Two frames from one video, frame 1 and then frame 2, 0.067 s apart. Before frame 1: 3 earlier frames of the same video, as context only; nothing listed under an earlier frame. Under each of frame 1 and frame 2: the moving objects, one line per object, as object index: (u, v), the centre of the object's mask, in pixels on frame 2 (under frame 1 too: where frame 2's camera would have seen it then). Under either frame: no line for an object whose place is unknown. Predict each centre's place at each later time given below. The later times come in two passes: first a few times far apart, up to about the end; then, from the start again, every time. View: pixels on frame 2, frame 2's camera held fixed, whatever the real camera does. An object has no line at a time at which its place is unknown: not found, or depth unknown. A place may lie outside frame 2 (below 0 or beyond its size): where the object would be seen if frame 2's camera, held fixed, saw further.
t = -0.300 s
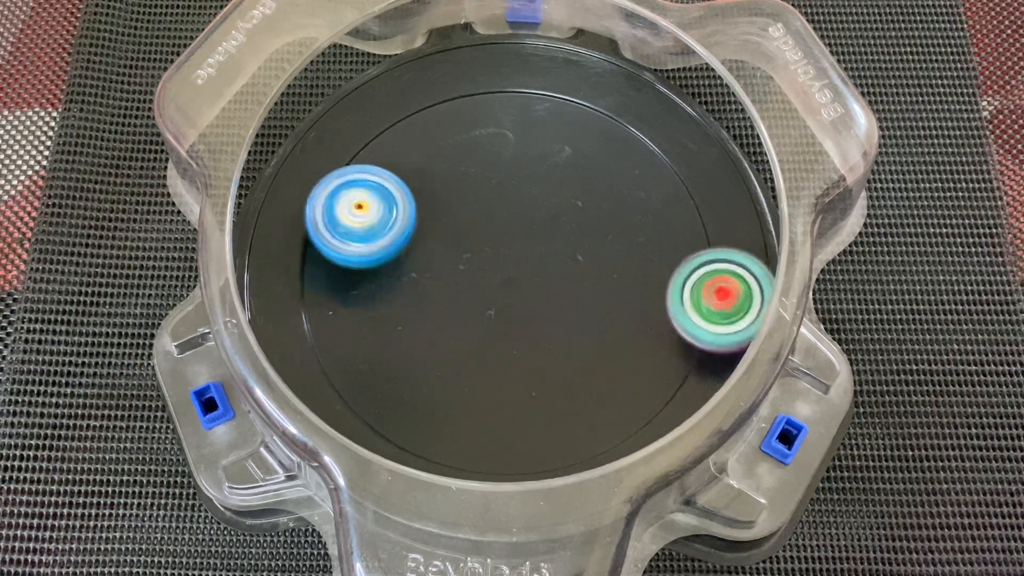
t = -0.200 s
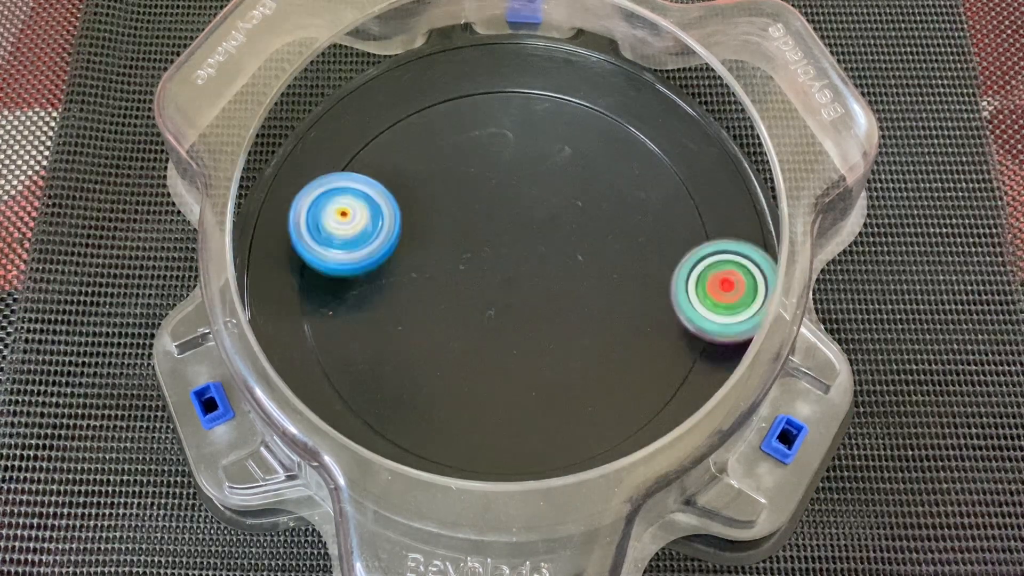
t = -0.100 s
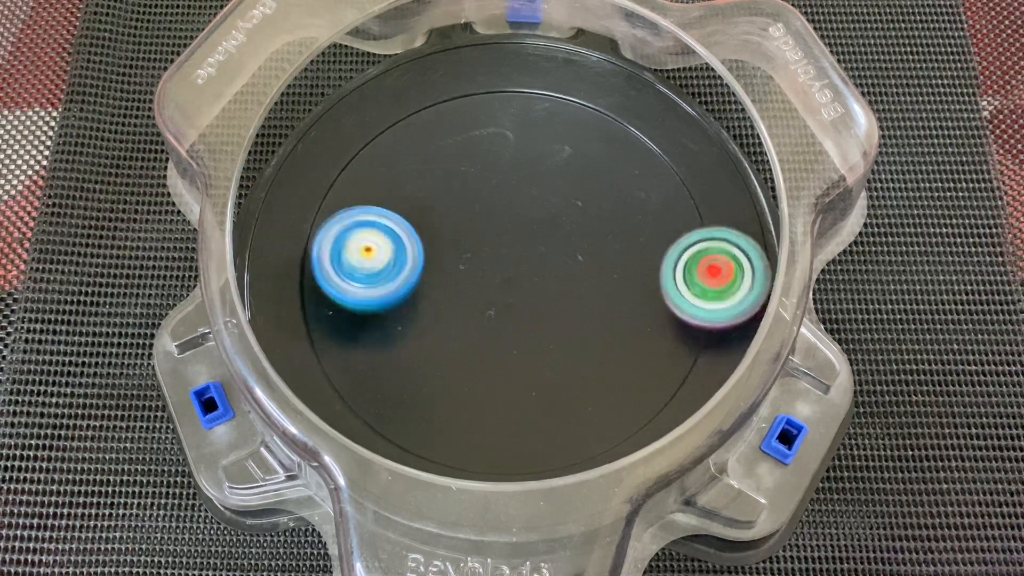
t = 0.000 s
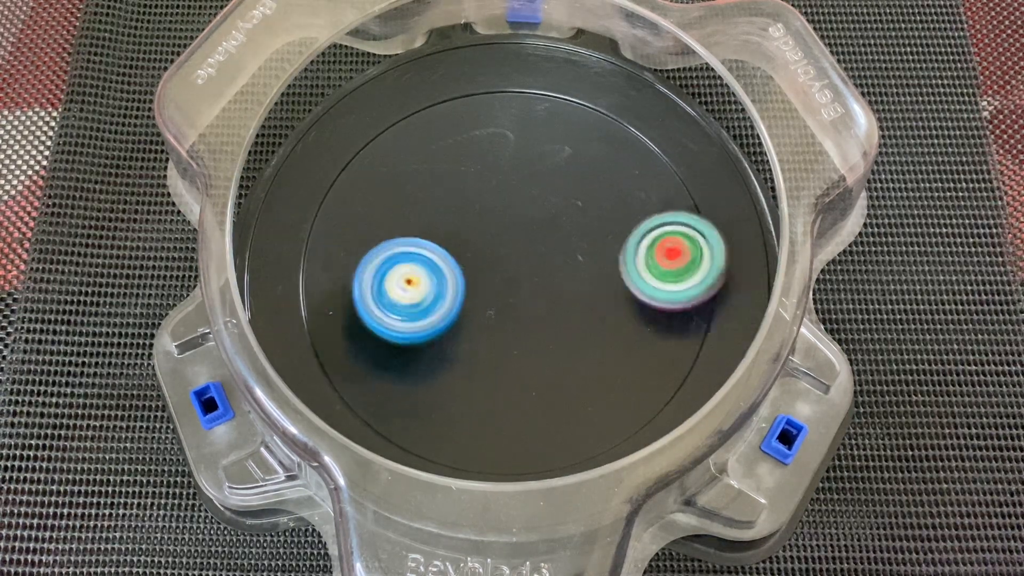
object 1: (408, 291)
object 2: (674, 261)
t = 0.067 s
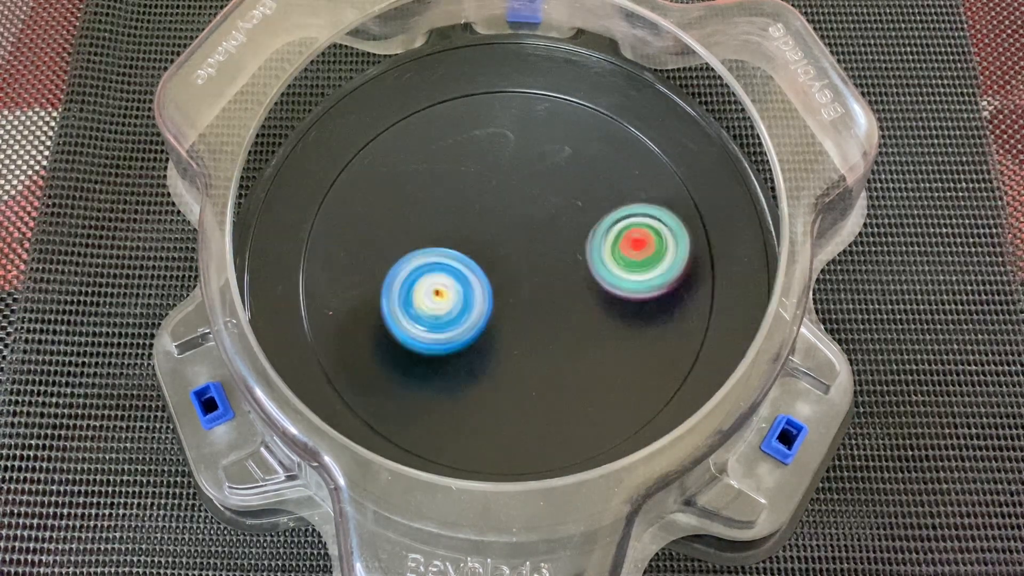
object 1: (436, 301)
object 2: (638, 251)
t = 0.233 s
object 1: (479, 307)
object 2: (573, 246)
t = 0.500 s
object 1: (414, 340)
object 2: (602, 195)
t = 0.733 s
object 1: (443, 364)
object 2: (559, 181)
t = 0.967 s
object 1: (494, 350)
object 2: (511, 207)
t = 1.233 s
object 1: (525, 373)
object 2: (469, 180)
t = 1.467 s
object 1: (552, 312)
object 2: (429, 201)
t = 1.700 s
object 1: (536, 263)
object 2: (421, 245)
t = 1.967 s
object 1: (546, 264)
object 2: (440, 289)
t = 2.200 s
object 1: (600, 240)
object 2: (412, 328)
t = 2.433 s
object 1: (581, 221)
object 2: (438, 358)
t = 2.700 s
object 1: (526, 227)
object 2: (490, 353)
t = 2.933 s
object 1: (574, 155)
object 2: (471, 423)
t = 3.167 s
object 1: (535, 195)
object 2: (518, 416)
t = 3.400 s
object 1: (498, 257)
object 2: (541, 365)
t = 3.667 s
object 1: (474, 228)
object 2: (573, 365)
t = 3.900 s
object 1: (476, 255)
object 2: (571, 327)
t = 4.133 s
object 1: (469, 250)
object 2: (572, 297)
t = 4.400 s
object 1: (460, 247)
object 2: (567, 263)
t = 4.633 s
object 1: (446, 251)
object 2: (569, 244)
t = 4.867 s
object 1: (458, 265)
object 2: (563, 237)
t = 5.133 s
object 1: (466, 279)
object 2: (564, 232)
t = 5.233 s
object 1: (460, 286)
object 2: (572, 231)
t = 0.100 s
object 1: (449, 304)
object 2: (621, 248)
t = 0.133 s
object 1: (461, 304)
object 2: (605, 247)
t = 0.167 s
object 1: (472, 305)
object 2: (589, 247)
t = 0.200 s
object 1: (482, 303)
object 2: (576, 249)
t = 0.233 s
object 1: (479, 307)
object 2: (573, 246)
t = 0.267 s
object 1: (472, 310)
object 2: (573, 242)
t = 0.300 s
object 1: (467, 312)
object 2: (570, 239)
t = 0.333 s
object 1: (468, 310)
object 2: (563, 239)
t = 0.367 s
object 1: (471, 307)
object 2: (556, 240)
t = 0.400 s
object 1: (461, 310)
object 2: (562, 233)
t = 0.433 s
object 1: (439, 323)
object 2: (582, 217)
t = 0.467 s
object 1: (423, 333)
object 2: (595, 204)
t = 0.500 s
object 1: (414, 340)
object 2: (602, 195)
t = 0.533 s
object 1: (412, 345)
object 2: (603, 189)
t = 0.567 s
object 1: (414, 349)
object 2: (598, 184)
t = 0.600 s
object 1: (418, 352)
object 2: (592, 181)
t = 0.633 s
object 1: (424, 356)
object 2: (583, 180)
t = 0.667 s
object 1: (429, 359)
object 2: (575, 179)
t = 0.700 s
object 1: (436, 362)
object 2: (567, 180)
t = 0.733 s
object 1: (443, 364)
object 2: (559, 181)
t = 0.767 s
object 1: (450, 365)
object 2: (551, 183)
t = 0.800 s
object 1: (457, 365)
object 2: (543, 186)
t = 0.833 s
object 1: (465, 364)
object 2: (536, 190)
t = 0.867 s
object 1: (473, 363)
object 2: (529, 194)
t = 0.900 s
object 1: (480, 360)
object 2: (523, 198)
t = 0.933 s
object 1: (488, 356)
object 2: (517, 203)
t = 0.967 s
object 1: (494, 350)
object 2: (511, 207)
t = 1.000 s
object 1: (501, 344)
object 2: (506, 213)
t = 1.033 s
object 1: (505, 337)
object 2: (501, 219)
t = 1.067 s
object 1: (510, 330)
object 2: (496, 225)
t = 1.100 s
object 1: (513, 323)
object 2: (492, 230)
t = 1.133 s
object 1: (517, 341)
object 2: (486, 214)
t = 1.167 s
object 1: (521, 357)
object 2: (481, 197)
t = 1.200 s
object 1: (522, 368)
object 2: (475, 186)
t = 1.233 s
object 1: (525, 373)
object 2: (469, 180)
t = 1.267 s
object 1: (529, 373)
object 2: (462, 179)
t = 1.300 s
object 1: (533, 369)
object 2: (455, 180)
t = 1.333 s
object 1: (539, 359)
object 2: (448, 182)
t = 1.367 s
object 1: (544, 348)
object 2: (442, 186)
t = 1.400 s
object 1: (549, 335)
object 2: (437, 190)
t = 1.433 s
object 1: (552, 323)
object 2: (433, 195)
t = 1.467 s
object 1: (552, 312)
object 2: (429, 201)
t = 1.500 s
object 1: (551, 302)
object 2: (426, 206)
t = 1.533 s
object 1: (550, 294)
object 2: (424, 212)
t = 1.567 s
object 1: (547, 286)
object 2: (422, 219)
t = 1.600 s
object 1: (545, 278)
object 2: (421, 225)
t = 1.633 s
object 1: (542, 273)
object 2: (421, 231)
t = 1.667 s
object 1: (538, 267)
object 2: (421, 239)
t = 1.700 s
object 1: (536, 263)
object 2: (421, 245)
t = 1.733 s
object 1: (533, 260)
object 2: (423, 251)
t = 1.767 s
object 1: (533, 258)
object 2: (423, 257)
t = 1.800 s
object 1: (541, 259)
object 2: (419, 263)
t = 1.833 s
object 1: (546, 260)
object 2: (422, 269)
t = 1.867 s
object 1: (548, 260)
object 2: (426, 275)
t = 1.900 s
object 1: (550, 262)
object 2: (430, 280)
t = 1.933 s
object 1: (549, 264)
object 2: (435, 285)
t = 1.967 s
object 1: (546, 264)
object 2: (440, 289)
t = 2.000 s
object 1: (551, 263)
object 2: (440, 294)
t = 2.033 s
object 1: (553, 263)
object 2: (441, 297)
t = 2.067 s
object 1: (551, 262)
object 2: (445, 302)
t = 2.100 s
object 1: (549, 262)
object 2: (450, 306)
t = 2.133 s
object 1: (564, 256)
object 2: (438, 314)
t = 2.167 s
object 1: (585, 247)
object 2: (421, 322)
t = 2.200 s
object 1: (600, 240)
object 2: (412, 328)
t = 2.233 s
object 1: (609, 235)
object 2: (409, 335)
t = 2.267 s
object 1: (614, 230)
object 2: (411, 341)
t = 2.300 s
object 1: (614, 229)
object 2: (415, 345)
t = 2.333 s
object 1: (608, 228)
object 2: (420, 350)
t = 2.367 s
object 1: (599, 224)
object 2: (426, 353)
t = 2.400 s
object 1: (591, 222)
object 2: (432, 356)
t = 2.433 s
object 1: (581, 221)
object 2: (438, 358)
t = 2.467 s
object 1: (571, 220)
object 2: (445, 360)
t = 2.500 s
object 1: (562, 219)
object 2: (451, 360)
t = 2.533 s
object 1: (554, 219)
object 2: (459, 361)
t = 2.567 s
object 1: (545, 221)
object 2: (465, 360)
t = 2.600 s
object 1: (537, 221)
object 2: (472, 359)
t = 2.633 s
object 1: (532, 221)
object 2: (478, 358)
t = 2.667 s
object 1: (529, 223)
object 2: (484, 355)
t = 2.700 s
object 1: (526, 227)
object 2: (490, 353)
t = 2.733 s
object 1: (524, 231)
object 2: (495, 349)
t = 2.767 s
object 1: (525, 236)
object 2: (500, 345)
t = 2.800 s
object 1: (531, 233)
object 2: (499, 352)
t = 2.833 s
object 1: (545, 207)
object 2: (485, 380)
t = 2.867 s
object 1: (557, 185)
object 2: (477, 401)
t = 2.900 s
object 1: (567, 167)
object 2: (472, 415)
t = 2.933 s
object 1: (574, 155)
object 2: (471, 423)
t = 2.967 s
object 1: (577, 149)
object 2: (477, 426)
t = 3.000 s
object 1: (575, 149)
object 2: (484, 428)
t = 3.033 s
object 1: (569, 152)
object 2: (491, 429)
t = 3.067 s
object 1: (561, 160)
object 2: (498, 428)
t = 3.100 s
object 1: (552, 170)
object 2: (506, 425)
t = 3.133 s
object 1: (544, 183)
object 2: (512, 421)
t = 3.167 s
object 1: (535, 195)
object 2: (518, 416)
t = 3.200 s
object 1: (527, 206)
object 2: (525, 410)
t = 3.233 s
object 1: (520, 214)
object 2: (530, 403)
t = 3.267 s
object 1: (515, 223)
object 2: (534, 396)
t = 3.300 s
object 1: (510, 232)
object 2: (537, 389)
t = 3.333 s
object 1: (505, 241)
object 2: (539, 381)
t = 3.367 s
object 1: (501, 250)
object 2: (541, 373)
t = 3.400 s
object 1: (498, 257)
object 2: (541, 365)
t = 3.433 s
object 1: (496, 262)
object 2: (541, 357)
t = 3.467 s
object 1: (490, 250)
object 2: (548, 368)
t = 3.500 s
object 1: (483, 237)
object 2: (556, 378)
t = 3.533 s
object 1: (479, 229)
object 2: (562, 380)
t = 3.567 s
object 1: (476, 225)
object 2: (567, 379)
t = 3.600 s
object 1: (474, 224)
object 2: (570, 375)
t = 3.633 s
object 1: (474, 225)
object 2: (572, 370)
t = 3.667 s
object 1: (474, 228)
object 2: (573, 365)
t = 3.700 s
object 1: (474, 231)
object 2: (573, 360)
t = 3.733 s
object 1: (474, 236)
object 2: (574, 354)
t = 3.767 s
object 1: (475, 240)
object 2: (574, 349)
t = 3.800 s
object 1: (475, 245)
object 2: (574, 344)
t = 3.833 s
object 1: (475, 249)
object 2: (573, 338)
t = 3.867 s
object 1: (475, 252)
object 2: (572, 333)
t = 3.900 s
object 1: (476, 255)
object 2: (571, 327)
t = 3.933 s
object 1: (476, 258)
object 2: (569, 321)
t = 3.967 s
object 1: (476, 258)
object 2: (570, 318)
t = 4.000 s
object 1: (474, 256)
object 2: (571, 315)
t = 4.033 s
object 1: (473, 254)
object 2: (571, 310)
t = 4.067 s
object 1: (474, 254)
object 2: (570, 305)
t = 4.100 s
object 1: (472, 252)
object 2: (571, 301)
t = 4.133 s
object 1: (469, 250)
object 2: (572, 297)
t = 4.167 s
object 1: (468, 249)
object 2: (571, 292)
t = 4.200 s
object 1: (467, 249)
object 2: (570, 288)
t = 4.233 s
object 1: (467, 249)
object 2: (569, 283)
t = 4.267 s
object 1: (464, 247)
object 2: (570, 280)
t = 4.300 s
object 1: (462, 246)
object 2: (570, 276)
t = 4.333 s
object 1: (461, 246)
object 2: (569, 271)
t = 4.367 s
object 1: (461, 246)
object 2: (568, 267)
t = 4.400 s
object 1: (460, 247)
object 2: (567, 263)
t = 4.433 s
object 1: (457, 247)
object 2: (567, 260)
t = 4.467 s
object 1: (457, 247)
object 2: (566, 257)
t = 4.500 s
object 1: (457, 248)
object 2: (564, 254)
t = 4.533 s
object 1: (451, 248)
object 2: (568, 252)
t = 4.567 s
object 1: (447, 249)
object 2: (570, 250)
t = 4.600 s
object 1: (445, 249)
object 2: (570, 247)
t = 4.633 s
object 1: (446, 251)
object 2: (569, 244)
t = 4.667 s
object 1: (447, 253)
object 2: (568, 243)
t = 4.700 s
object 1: (448, 255)
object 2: (567, 241)
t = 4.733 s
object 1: (451, 257)
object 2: (565, 240)
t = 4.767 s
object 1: (453, 259)
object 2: (564, 239)
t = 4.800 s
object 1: (457, 261)
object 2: (562, 239)
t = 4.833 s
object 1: (458, 263)
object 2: (562, 238)
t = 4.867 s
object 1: (458, 265)
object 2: (563, 237)
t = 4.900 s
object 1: (459, 267)
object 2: (562, 236)
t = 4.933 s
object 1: (462, 268)
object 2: (561, 235)
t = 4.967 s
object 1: (461, 271)
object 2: (563, 234)
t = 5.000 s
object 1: (460, 272)
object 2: (563, 233)
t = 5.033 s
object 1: (462, 274)
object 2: (563, 233)
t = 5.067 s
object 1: (465, 275)
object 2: (563, 233)
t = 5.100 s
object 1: (467, 276)
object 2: (563, 233)
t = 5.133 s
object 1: (466, 279)
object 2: (564, 232)
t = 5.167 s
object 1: (467, 280)
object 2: (564, 232)
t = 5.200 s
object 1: (469, 281)
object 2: (564, 233)
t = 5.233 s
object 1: (460, 286)
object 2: (572, 231)
